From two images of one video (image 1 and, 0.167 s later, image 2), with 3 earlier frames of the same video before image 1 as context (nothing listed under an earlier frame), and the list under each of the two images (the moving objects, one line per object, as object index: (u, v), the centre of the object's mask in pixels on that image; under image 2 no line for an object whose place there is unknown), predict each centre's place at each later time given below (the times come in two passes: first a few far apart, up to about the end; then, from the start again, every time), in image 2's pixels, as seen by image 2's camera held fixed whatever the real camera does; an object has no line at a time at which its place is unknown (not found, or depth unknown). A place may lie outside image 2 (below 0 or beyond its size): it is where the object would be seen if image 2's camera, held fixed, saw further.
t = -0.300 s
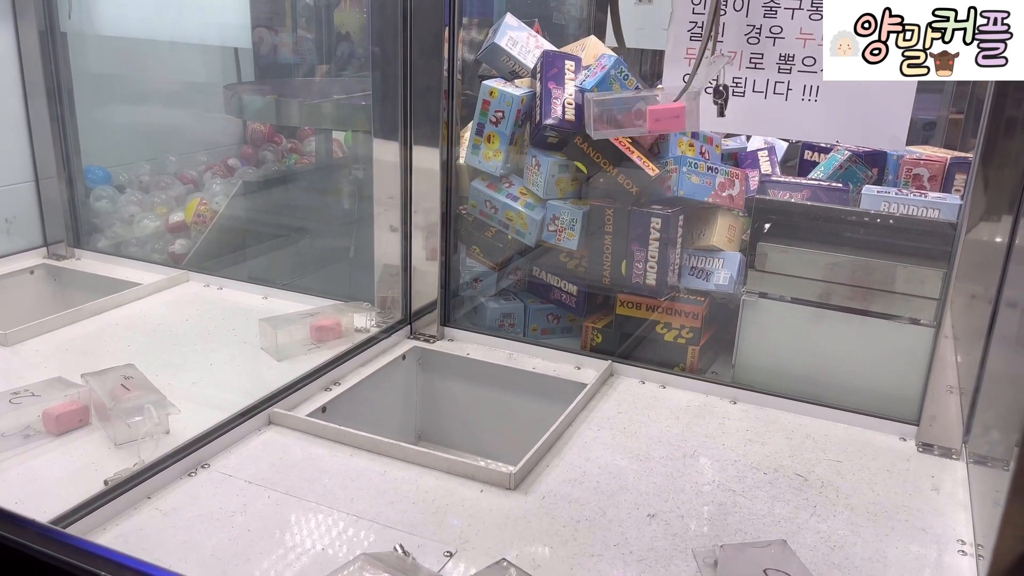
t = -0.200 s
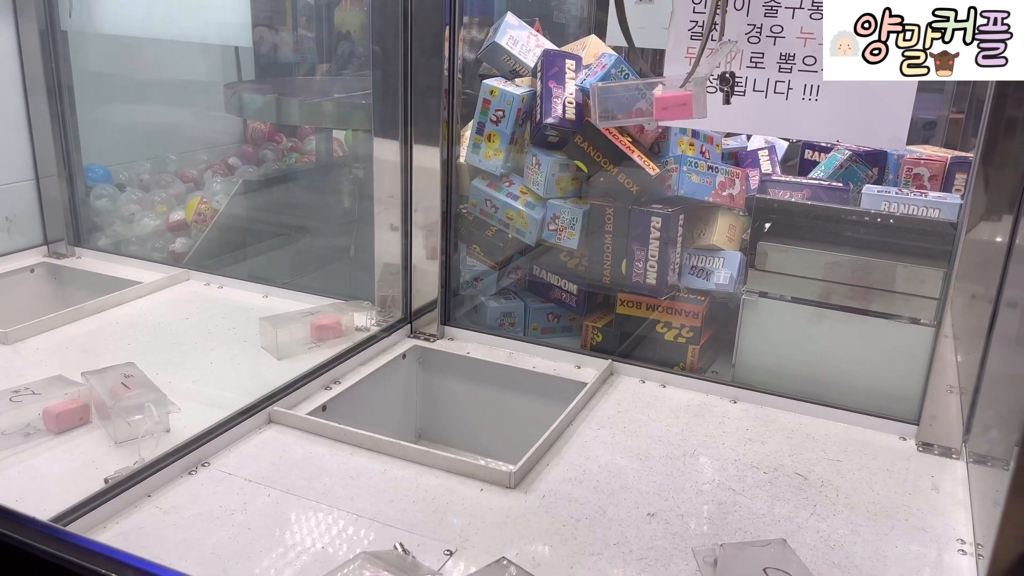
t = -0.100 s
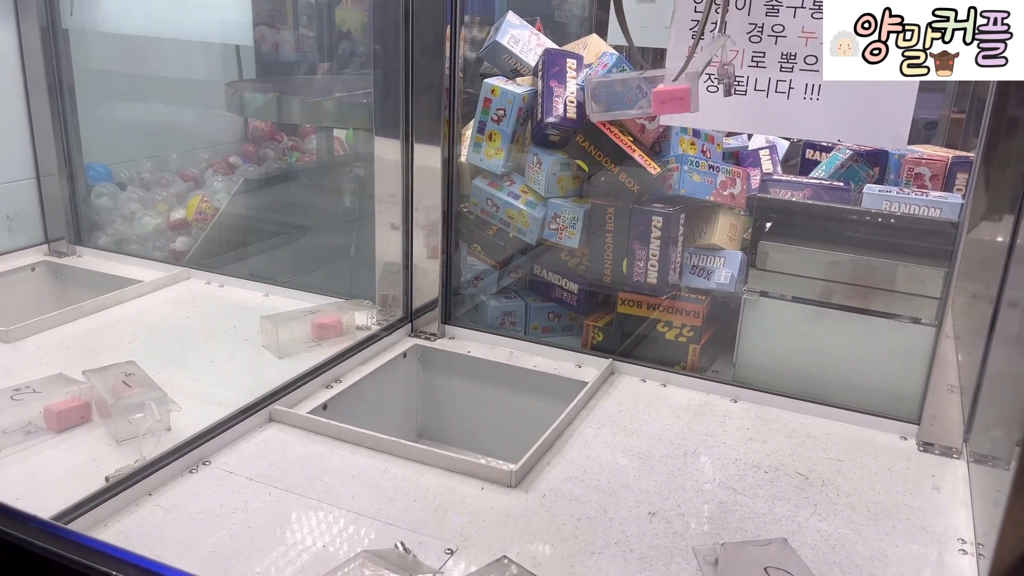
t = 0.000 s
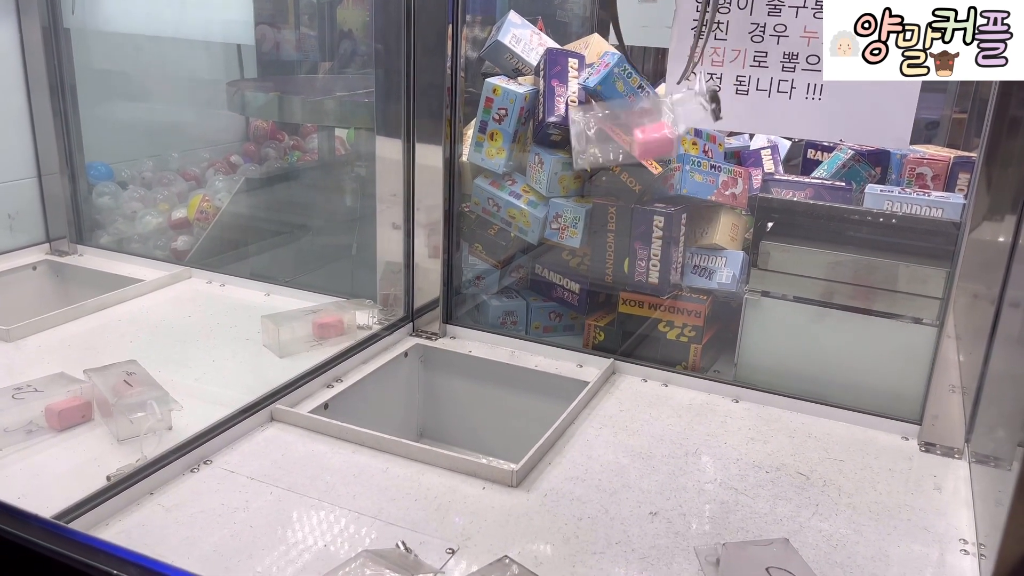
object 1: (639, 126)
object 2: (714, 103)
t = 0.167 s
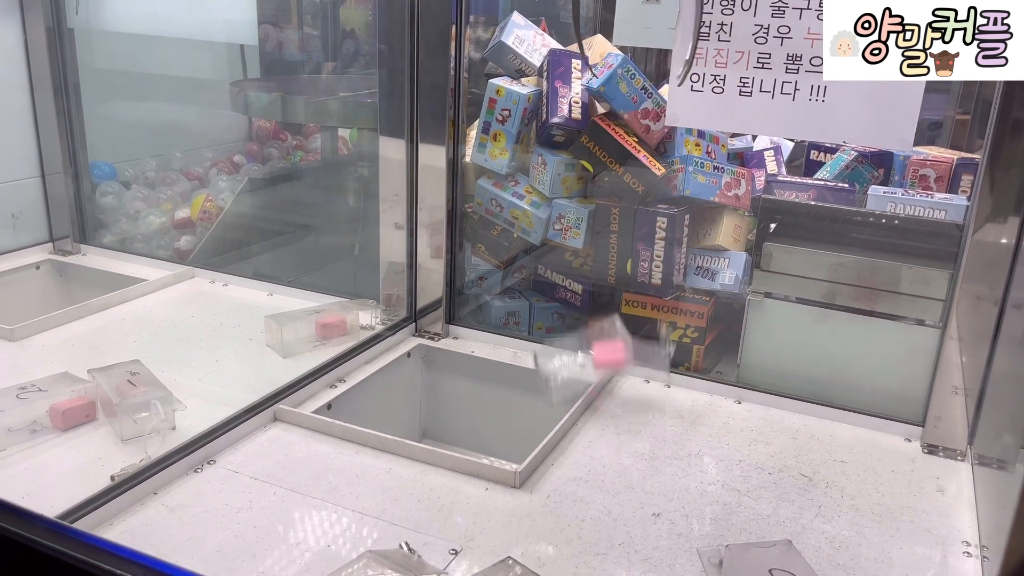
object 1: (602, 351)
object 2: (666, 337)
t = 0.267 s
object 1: (603, 350)
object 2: (634, 425)
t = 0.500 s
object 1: (624, 363)
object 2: (587, 423)
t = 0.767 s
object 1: (625, 365)
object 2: (596, 431)
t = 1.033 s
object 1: (625, 364)
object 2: (595, 432)
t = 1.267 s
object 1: (625, 365)
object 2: (595, 432)
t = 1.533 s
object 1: (625, 365)
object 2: (595, 433)
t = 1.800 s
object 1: (625, 364)
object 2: (594, 432)
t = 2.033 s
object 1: (624, 365)
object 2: (594, 433)
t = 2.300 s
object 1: (625, 365)
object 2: (594, 433)
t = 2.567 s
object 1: (625, 365)
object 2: (594, 433)
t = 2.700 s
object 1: (624, 365)
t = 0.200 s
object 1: (583, 356)
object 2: (656, 398)
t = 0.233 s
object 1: (590, 344)
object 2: (650, 421)
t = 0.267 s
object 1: (603, 350)
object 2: (634, 425)
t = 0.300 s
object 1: (612, 351)
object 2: (617, 433)
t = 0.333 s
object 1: (622, 345)
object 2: (601, 434)
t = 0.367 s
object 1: (625, 354)
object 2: (589, 425)
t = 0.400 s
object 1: (622, 356)
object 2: (578, 420)
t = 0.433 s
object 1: (621, 361)
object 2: (577, 418)
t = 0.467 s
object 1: (624, 363)
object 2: (585, 418)
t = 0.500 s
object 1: (624, 363)
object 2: (587, 423)
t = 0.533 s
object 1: (624, 363)
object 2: (591, 425)
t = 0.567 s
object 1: (623, 363)
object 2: (592, 425)
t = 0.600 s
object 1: (624, 364)
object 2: (592, 426)
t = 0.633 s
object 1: (624, 364)
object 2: (592, 428)
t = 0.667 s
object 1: (625, 365)
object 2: (592, 430)
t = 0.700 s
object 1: (625, 365)
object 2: (594, 431)
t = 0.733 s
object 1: (625, 365)
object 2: (596, 431)
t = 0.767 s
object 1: (625, 365)
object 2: (596, 431)
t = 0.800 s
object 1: (625, 365)
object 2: (597, 430)
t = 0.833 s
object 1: (625, 365)
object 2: (597, 431)
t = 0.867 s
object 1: (625, 364)
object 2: (596, 432)
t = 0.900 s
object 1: (625, 364)
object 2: (596, 432)
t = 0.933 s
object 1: (625, 364)
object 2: (596, 432)
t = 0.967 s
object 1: (625, 364)
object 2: (595, 432)
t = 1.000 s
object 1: (625, 364)
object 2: (595, 432)
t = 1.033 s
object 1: (625, 364)
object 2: (595, 432)
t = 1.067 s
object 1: (625, 364)
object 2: (595, 432)
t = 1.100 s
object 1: (625, 364)
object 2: (595, 432)
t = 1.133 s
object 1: (625, 364)
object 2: (595, 432)
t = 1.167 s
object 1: (625, 364)
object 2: (595, 432)
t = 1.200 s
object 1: (625, 364)
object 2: (595, 432)
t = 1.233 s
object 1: (625, 365)
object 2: (595, 432)
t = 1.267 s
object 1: (625, 365)
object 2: (595, 432)
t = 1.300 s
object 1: (625, 365)
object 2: (595, 432)
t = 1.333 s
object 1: (625, 365)
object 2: (595, 432)
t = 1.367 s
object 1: (625, 365)
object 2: (595, 432)
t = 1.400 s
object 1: (625, 365)
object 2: (595, 432)
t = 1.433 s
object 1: (625, 365)
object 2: (595, 432)
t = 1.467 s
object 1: (625, 365)
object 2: (595, 433)
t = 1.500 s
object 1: (625, 365)
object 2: (595, 433)
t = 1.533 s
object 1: (625, 365)
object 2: (595, 433)
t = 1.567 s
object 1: (625, 365)
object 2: (594, 433)
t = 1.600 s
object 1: (625, 365)
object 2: (594, 433)
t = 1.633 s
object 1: (625, 365)
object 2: (594, 433)
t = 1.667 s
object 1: (625, 365)
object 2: (594, 433)
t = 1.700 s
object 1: (625, 365)
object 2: (594, 433)
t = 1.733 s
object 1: (625, 365)
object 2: (594, 433)
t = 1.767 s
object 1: (625, 365)
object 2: (594, 433)
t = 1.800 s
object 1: (625, 364)
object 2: (594, 432)
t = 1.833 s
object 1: (625, 364)
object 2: (594, 433)
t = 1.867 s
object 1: (625, 364)
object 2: (594, 433)
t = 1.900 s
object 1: (625, 364)
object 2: (594, 433)
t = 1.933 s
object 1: (624, 365)
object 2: (594, 433)
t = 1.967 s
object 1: (624, 365)
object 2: (594, 433)
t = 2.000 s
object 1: (624, 365)
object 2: (594, 433)
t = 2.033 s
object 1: (624, 365)
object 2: (594, 433)
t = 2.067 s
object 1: (624, 365)
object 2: (594, 433)
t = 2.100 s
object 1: (624, 365)
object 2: (594, 433)
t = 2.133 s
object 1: (624, 365)
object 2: (594, 433)
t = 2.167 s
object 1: (624, 365)
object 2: (594, 433)
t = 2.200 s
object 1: (624, 365)
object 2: (594, 433)
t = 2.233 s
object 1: (624, 365)
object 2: (594, 433)
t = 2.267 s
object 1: (625, 365)
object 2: (594, 433)
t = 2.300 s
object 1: (625, 365)
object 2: (594, 433)
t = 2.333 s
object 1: (625, 365)
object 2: (594, 433)
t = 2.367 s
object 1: (624, 365)
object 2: (594, 433)
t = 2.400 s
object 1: (625, 365)
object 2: (594, 433)
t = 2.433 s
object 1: (625, 365)
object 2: (594, 433)
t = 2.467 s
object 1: (625, 365)
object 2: (594, 433)
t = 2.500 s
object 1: (625, 365)
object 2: (594, 433)
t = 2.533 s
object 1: (625, 365)
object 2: (594, 433)
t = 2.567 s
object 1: (625, 365)
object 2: (594, 433)
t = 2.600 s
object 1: (625, 365)
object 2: (594, 433)
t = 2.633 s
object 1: (625, 365)
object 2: (594, 433)
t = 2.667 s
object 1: (624, 365)
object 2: (594, 433)
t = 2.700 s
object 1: (624, 365)
